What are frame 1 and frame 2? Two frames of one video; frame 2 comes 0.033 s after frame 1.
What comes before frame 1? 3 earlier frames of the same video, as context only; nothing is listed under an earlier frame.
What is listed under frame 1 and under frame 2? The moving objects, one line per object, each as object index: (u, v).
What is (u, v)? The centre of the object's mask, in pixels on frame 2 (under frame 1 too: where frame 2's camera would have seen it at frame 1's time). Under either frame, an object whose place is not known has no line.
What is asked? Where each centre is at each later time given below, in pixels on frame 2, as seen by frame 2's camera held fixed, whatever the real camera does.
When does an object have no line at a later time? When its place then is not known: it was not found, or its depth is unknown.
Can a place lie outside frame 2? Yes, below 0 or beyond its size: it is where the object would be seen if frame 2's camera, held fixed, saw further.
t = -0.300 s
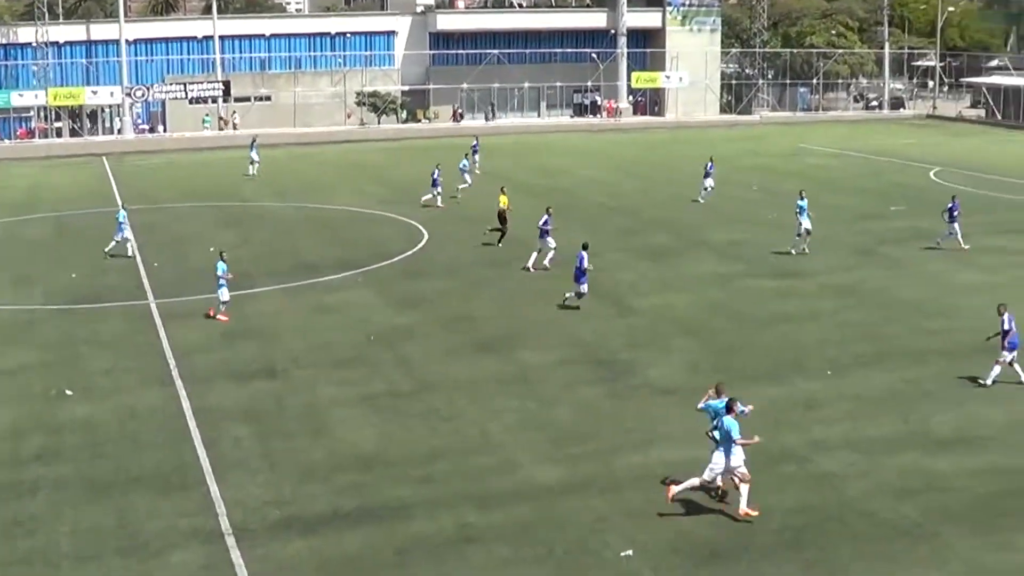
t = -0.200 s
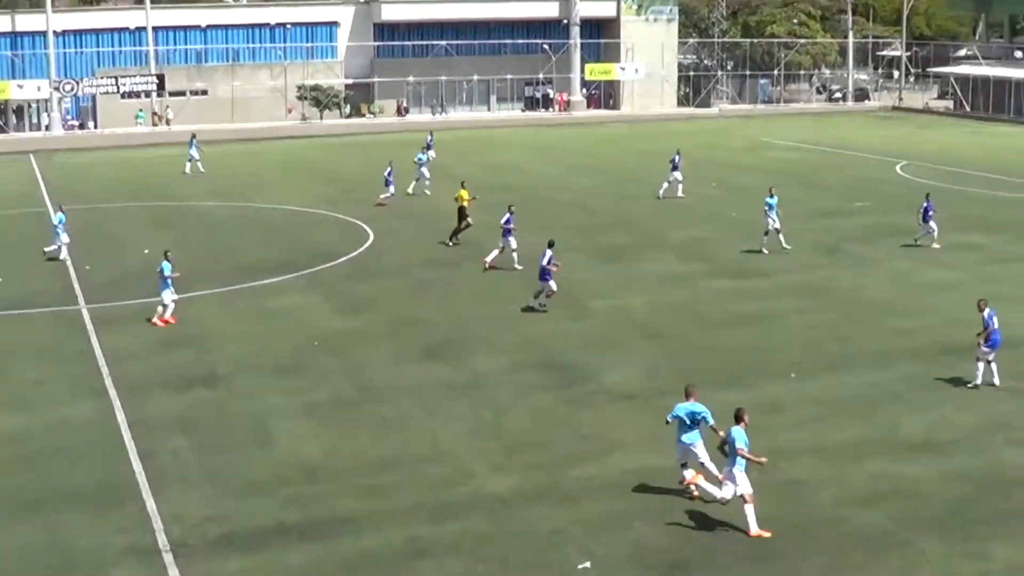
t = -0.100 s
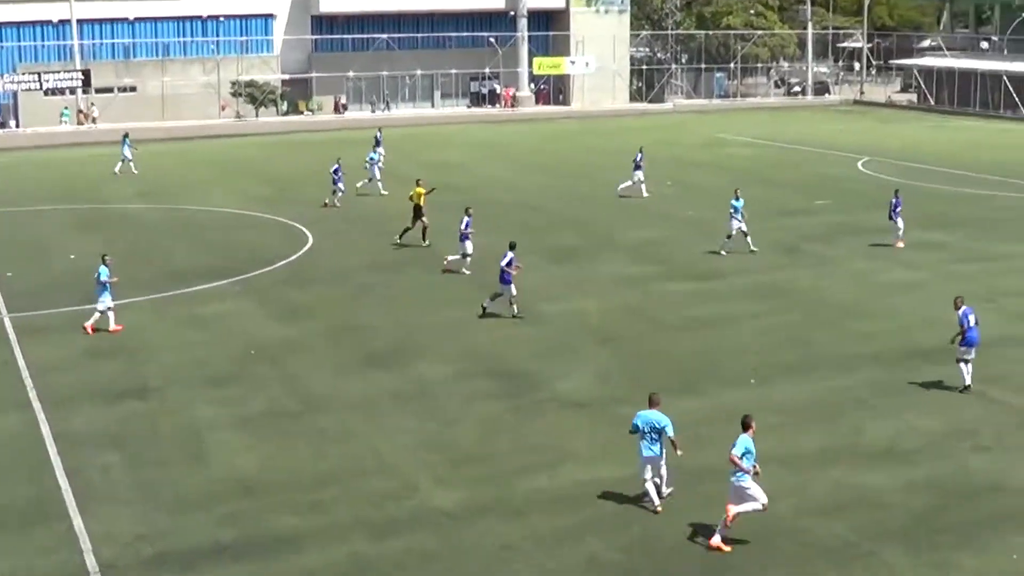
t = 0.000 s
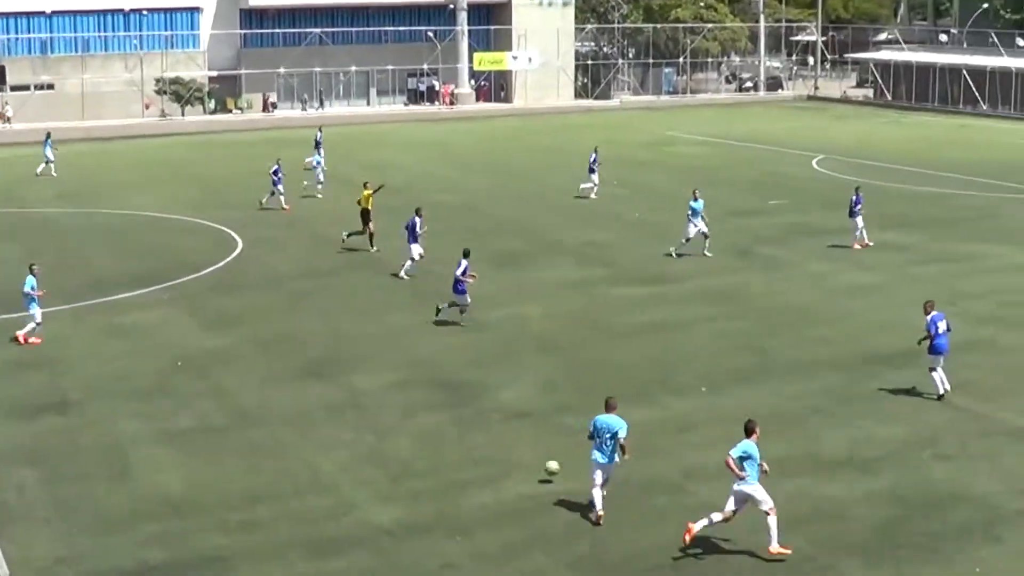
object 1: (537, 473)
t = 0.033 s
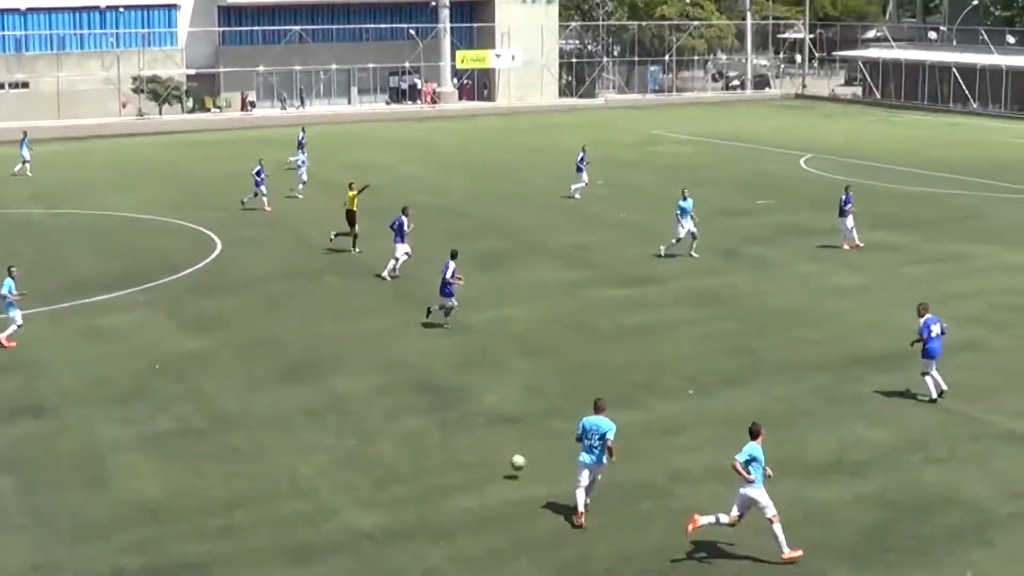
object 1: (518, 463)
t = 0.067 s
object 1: (497, 454)
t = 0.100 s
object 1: (481, 446)
